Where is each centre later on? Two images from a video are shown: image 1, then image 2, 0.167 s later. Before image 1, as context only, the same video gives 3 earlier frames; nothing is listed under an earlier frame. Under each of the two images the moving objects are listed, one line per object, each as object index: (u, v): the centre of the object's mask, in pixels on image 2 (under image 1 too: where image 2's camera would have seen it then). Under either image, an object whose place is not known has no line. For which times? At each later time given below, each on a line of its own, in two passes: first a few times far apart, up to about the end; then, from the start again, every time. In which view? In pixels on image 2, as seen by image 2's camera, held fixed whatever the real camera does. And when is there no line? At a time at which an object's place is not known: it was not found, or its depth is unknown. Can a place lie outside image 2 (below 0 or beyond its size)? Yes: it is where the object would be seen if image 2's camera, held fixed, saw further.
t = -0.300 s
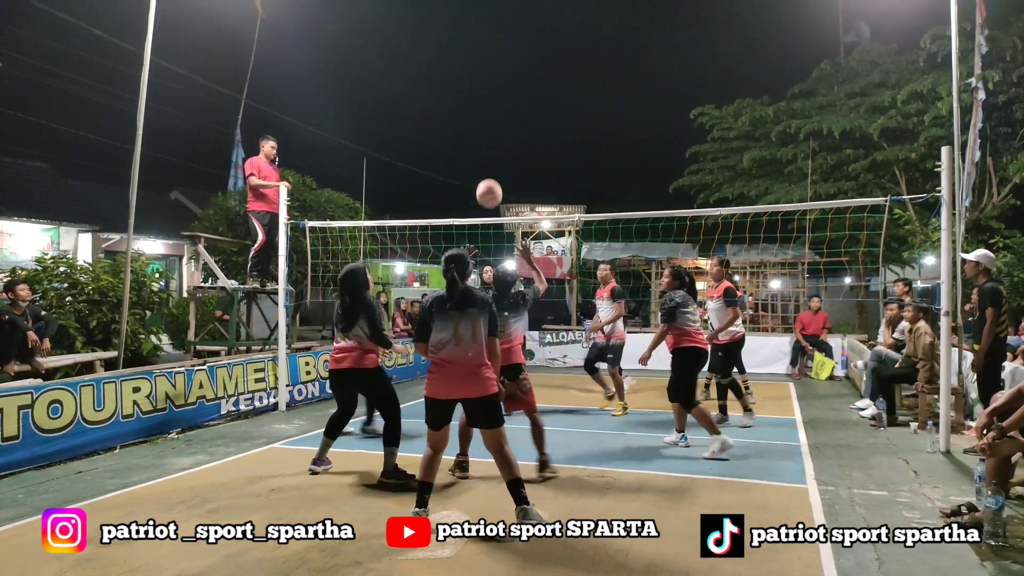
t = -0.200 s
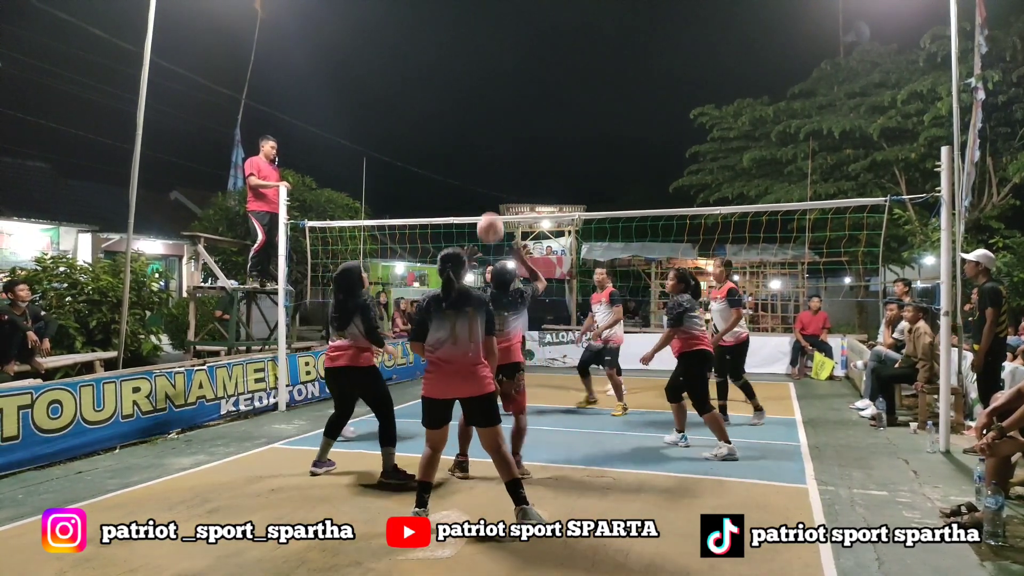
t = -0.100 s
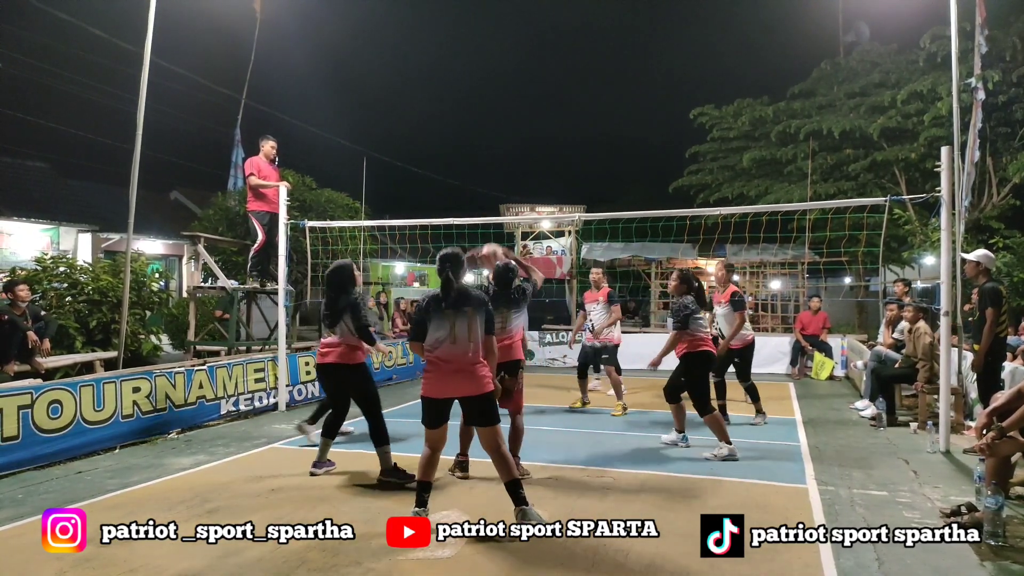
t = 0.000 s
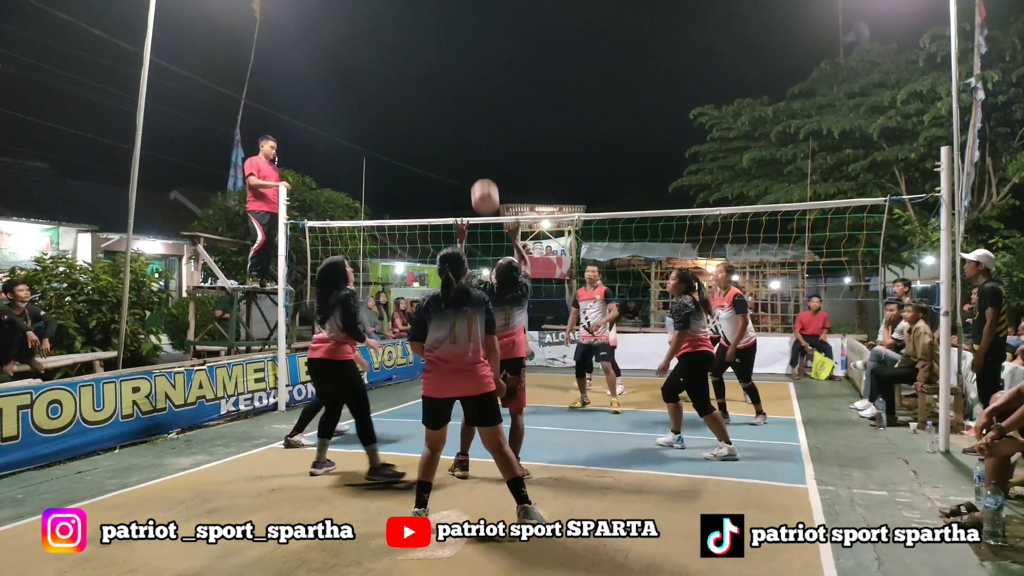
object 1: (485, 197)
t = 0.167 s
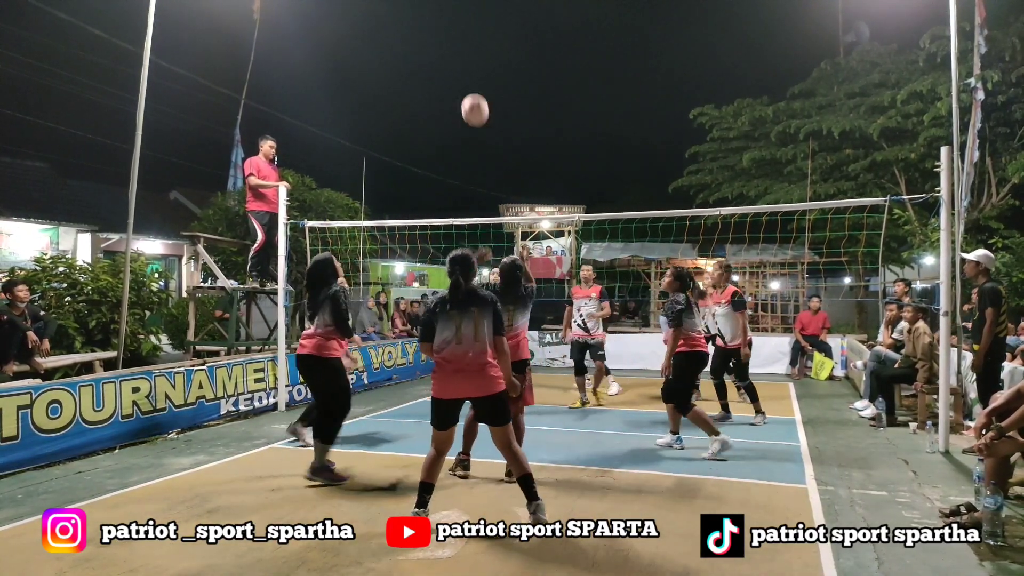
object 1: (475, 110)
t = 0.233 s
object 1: (472, 86)
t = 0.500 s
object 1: (459, 49)
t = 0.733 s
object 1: (451, 83)
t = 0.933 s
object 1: (445, 153)
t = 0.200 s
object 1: (473, 97)
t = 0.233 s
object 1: (472, 86)
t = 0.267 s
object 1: (470, 77)
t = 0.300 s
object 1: (468, 68)
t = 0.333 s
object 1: (467, 62)
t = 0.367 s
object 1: (465, 56)
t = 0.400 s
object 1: (464, 53)
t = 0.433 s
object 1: (462, 50)
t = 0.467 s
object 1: (461, 49)
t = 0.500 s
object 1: (459, 49)
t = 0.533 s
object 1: (458, 51)
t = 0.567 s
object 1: (457, 53)
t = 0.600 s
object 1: (455, 57)
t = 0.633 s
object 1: (454, 61)
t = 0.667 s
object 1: (453, 67)
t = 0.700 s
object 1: (452, 74)
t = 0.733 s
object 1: (451, 83)
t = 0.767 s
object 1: (449, 92)
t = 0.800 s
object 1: (448, 102)
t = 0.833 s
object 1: (447, 113)
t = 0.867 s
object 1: (446, 126)
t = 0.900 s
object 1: (445, 139)
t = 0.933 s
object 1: (445, 153)
